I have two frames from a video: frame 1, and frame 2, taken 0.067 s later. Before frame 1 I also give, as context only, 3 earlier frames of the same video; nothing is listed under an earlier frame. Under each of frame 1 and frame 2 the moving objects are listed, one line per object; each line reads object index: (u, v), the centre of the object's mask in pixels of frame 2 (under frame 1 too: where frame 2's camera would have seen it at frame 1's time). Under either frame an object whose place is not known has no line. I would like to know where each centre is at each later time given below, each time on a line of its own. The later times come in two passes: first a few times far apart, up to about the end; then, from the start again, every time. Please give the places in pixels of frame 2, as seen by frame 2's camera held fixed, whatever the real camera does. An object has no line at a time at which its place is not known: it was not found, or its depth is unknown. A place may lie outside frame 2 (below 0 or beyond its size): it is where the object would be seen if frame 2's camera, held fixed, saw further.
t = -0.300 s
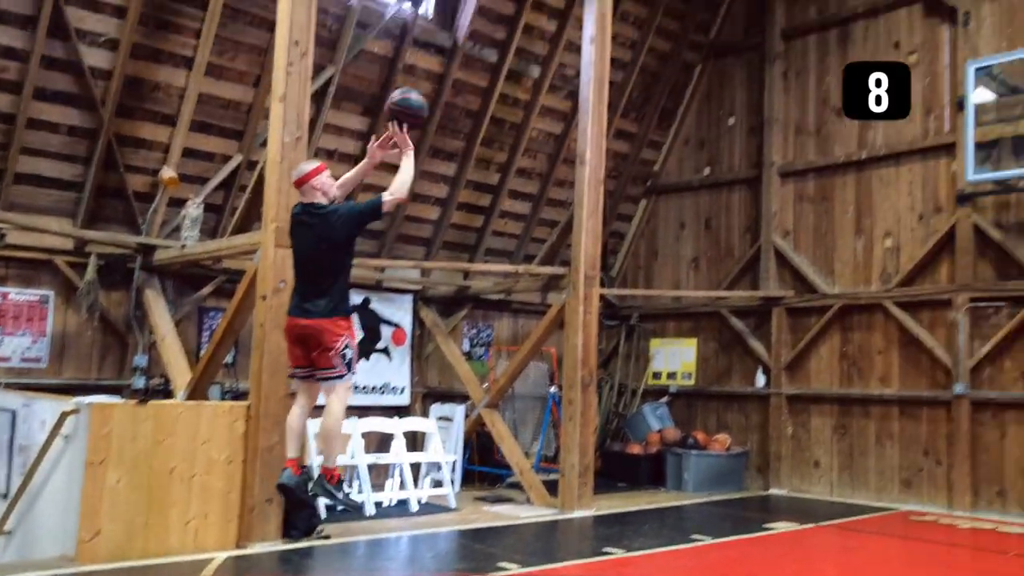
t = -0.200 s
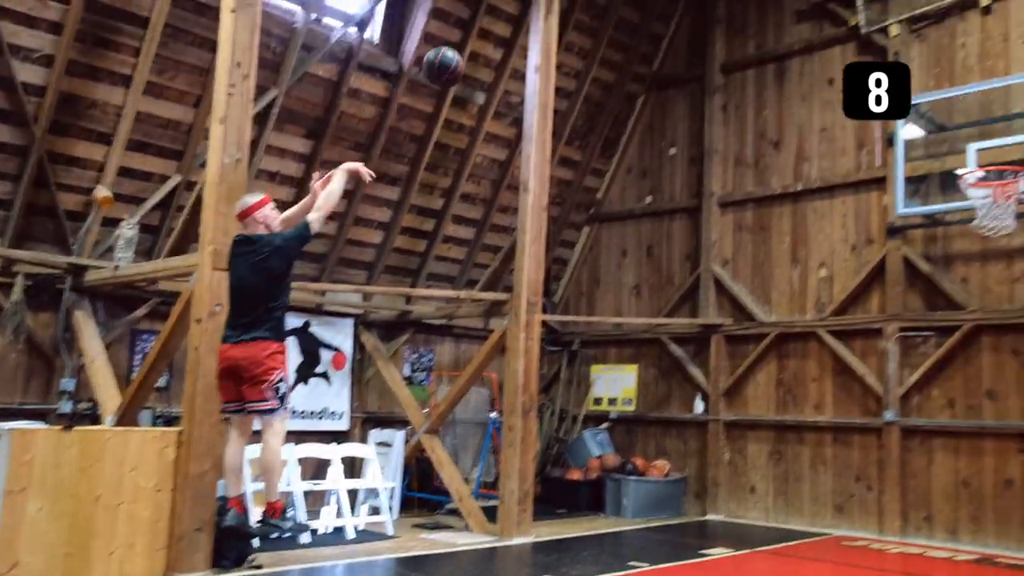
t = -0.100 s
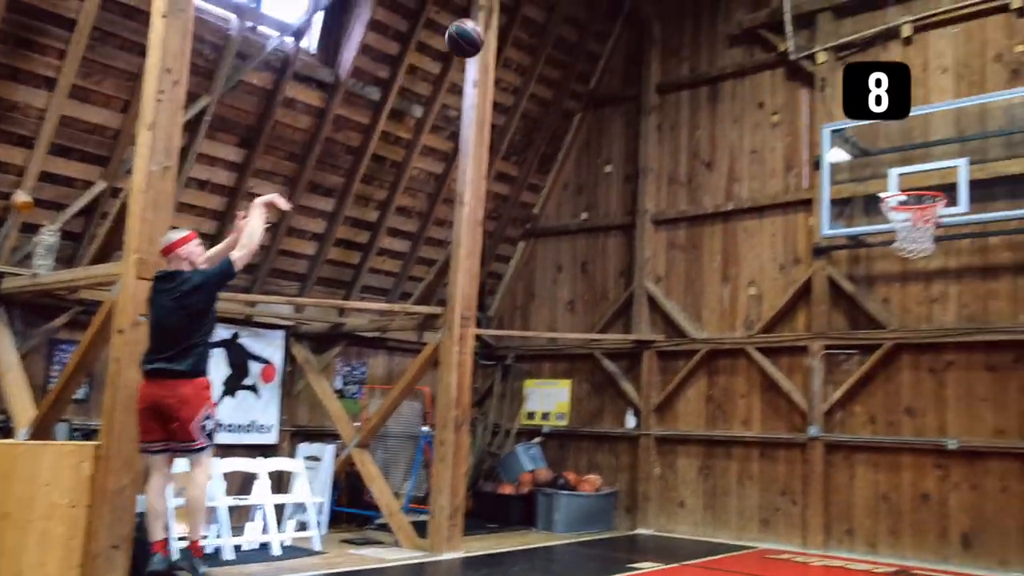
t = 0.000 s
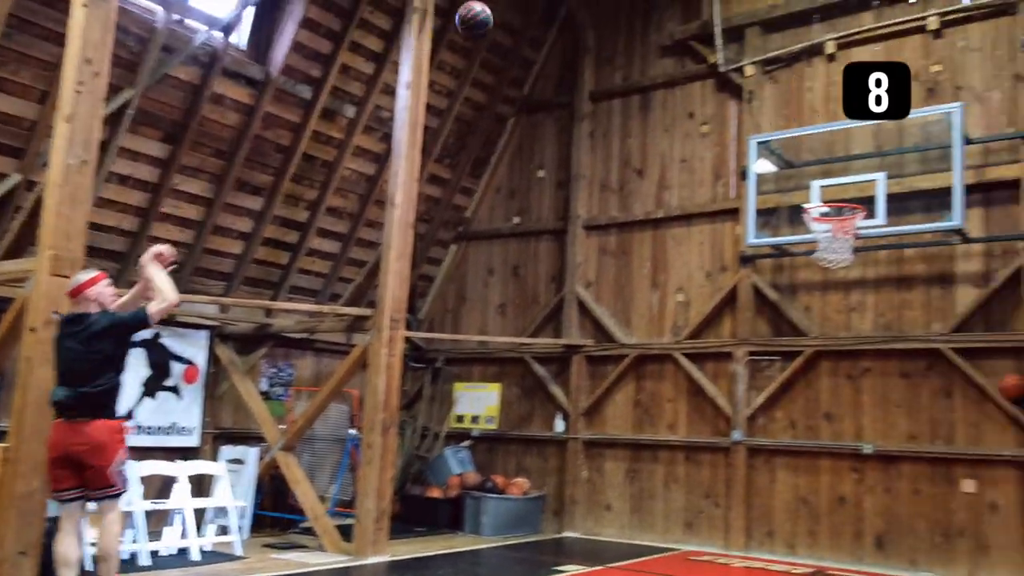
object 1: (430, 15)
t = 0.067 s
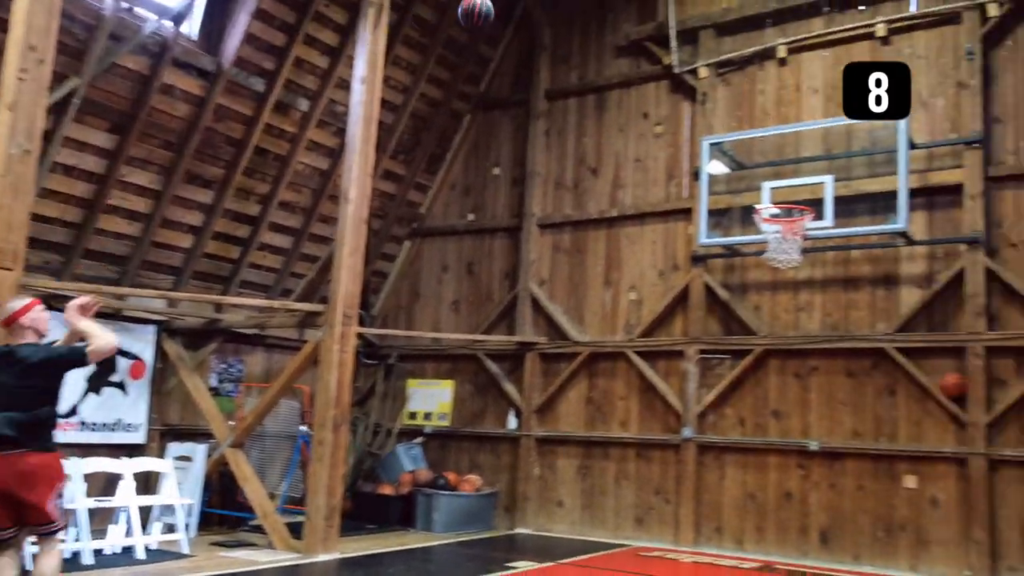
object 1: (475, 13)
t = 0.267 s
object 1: (592, 34)
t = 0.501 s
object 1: (700, 111)
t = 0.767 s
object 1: (795, 235)
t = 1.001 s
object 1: (785, 223)
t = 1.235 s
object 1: (782, 265)
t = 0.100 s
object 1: (497, 15)
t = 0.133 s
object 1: (518, 18)
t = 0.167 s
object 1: (537, 21)
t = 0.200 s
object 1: (556, 24)
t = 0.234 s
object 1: (574, 29)
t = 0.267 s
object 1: (592, 34)
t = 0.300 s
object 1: (609, 39)
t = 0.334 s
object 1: (625, 50)
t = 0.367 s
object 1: (641, 61)
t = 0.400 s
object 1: (656, 72)
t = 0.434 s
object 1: (671, 84)
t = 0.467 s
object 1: (685, 97)
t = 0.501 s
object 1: (700, 111)
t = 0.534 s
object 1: (713, 127)
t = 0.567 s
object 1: (727, 143)
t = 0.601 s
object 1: (740, 160)
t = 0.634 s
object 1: (753, 178)
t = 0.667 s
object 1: (766, 195)
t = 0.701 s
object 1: (778, 217)
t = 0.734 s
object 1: (786, 225)
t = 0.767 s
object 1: (795, 235)
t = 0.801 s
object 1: (798, 235)
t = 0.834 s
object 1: (797, 233)
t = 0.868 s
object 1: (794, 229)
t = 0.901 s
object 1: (792, 225)
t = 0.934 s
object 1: (789, 221)
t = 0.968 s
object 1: (786, 221)
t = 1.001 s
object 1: (785, 223)
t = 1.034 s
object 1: (786, 224)
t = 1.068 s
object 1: (784, 229)
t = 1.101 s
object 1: (783, 234)
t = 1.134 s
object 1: (783, 238)
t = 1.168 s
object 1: (783, 256)
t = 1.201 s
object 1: (781, 260)
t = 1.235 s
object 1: (782, 265)
